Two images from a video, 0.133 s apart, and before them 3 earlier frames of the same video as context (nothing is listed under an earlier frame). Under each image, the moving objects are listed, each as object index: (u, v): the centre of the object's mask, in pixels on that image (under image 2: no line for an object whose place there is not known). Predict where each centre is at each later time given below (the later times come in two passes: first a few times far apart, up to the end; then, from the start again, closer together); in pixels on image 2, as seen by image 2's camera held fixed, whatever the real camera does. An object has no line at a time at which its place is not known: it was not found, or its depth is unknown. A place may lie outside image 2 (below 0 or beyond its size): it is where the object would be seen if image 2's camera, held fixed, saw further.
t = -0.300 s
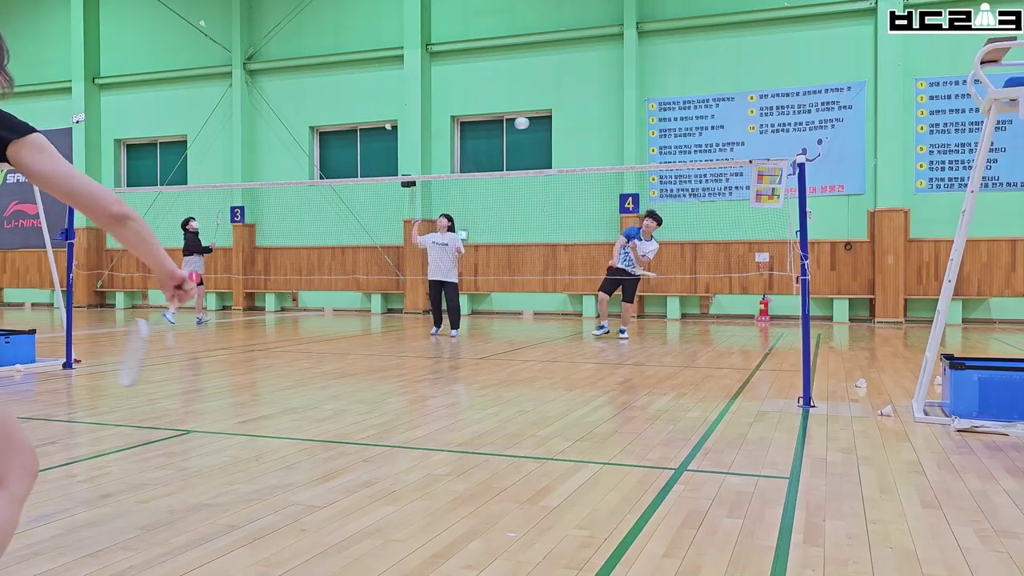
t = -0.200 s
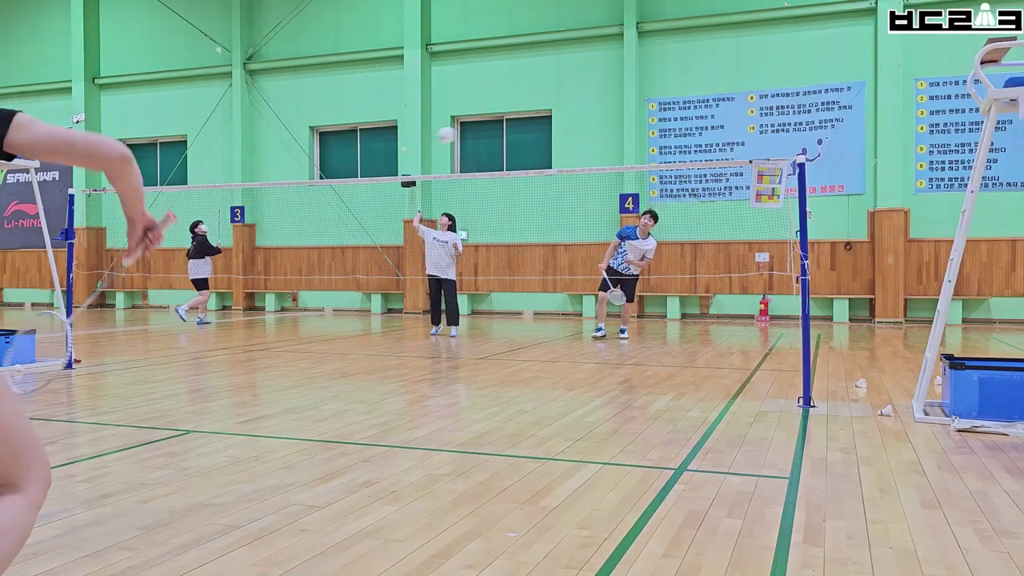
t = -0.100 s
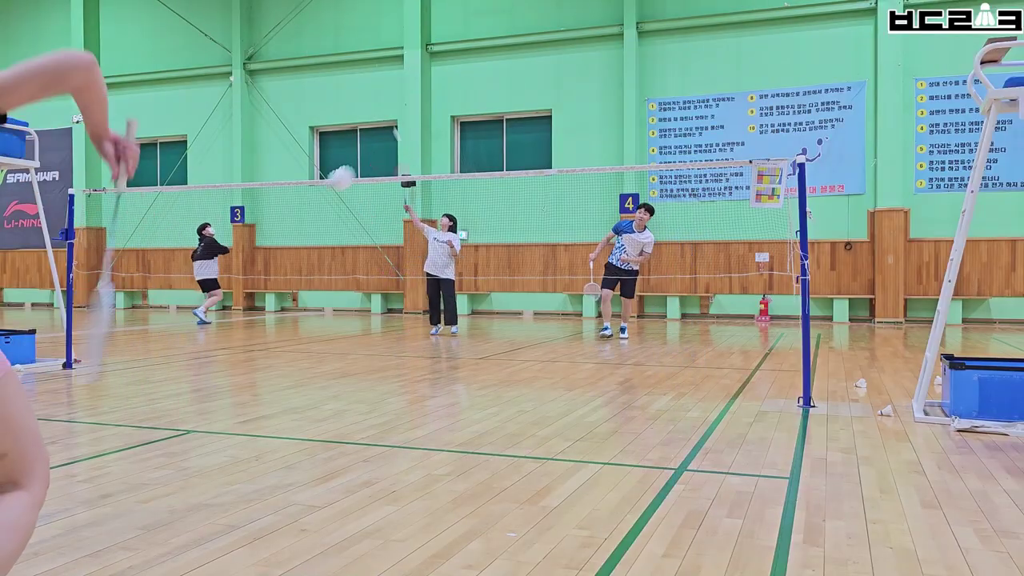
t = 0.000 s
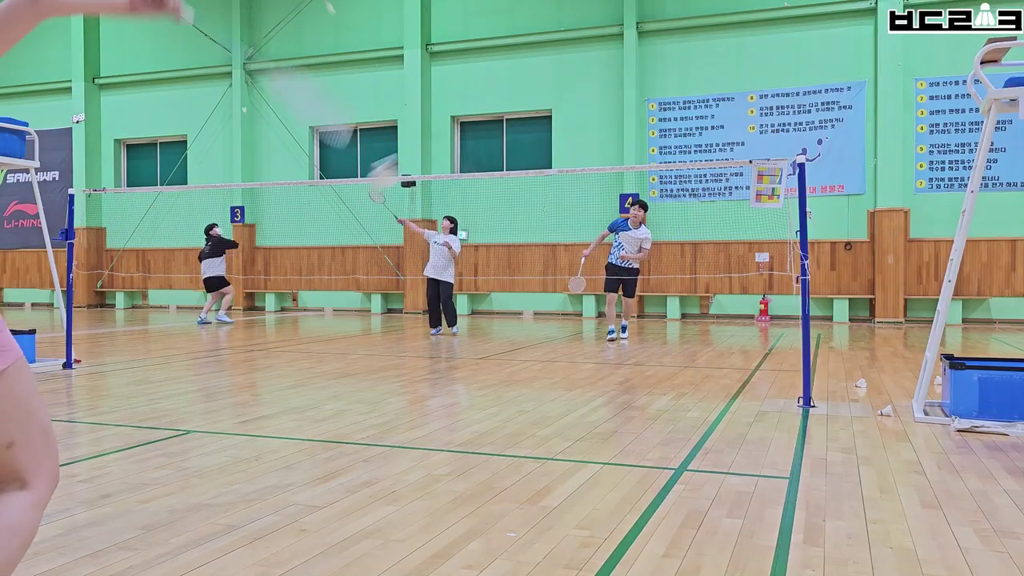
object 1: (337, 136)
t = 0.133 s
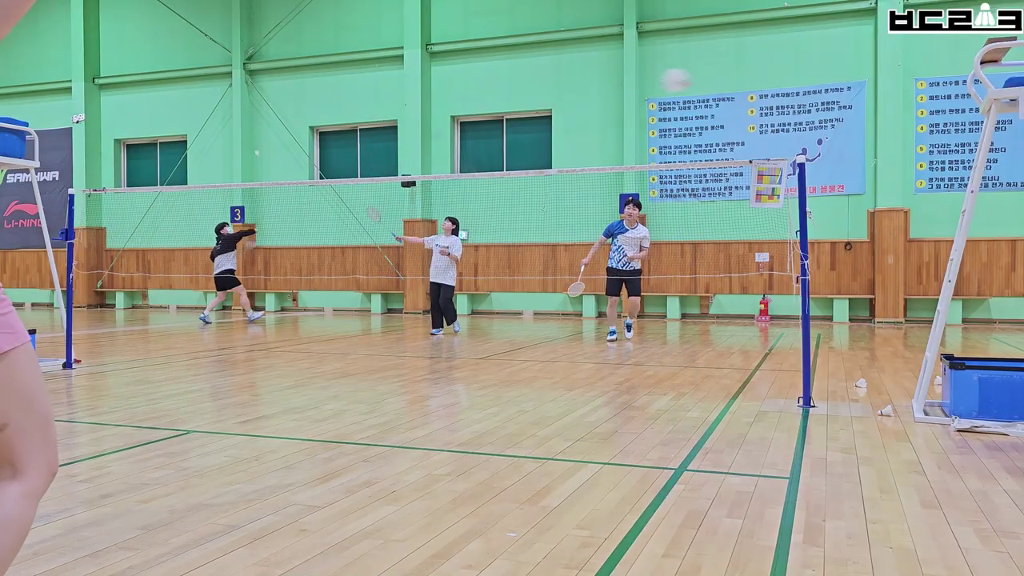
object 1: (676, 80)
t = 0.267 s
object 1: (855, 91)
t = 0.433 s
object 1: (1012, 140)
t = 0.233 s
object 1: (817, 86)
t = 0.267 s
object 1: (855, 91)
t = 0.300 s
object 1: (890, 97)
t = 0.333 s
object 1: (922, 104)
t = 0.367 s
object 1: (954, 114)
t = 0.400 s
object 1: (982, 126)
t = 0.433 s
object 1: (1012, 140)
